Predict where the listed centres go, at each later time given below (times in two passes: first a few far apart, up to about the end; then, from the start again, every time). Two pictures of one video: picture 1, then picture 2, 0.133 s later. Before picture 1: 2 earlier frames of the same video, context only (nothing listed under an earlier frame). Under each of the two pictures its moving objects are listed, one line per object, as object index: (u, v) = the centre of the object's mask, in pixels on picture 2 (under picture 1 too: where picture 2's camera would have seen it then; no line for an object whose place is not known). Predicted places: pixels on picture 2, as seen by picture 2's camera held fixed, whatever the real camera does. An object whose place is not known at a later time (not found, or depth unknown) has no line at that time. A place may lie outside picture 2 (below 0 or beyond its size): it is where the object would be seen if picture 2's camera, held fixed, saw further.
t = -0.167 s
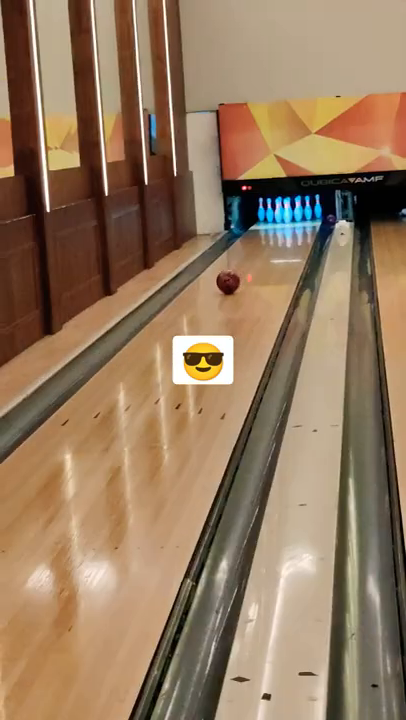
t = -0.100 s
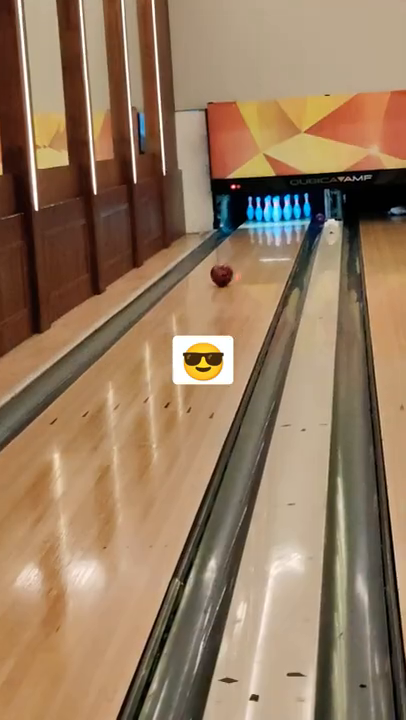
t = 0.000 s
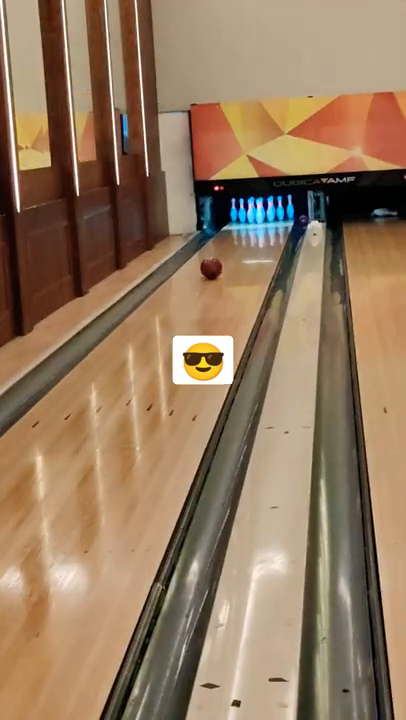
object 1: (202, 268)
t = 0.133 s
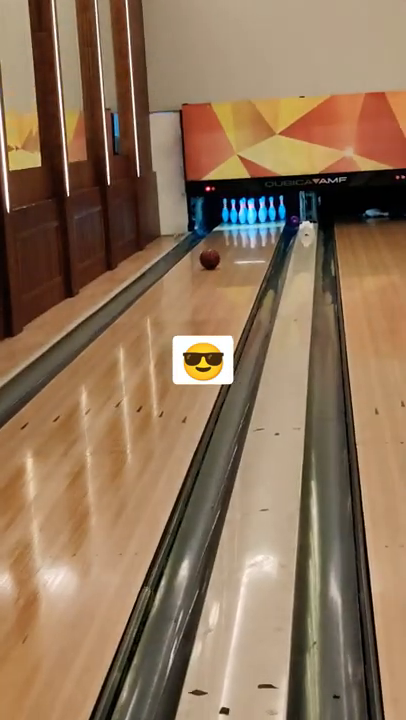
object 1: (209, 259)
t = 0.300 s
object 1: (217, 249)
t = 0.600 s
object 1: (227, 234)
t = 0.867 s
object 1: (234, 224)
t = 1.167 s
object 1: (232, 218)
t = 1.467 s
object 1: (219, 216)
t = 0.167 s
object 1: (211, 257)
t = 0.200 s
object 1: (212, 255)
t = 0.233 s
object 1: (214, 252)
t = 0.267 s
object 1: (216, 250)
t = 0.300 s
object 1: (217, 249)
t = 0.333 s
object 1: (218, 247)
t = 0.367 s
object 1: (219, 245)
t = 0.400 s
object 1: (221, 243)
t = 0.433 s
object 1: (222, 242)
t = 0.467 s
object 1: (224, 240)
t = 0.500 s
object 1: (224, 239)
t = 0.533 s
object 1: (225, 237)
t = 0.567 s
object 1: (226, 236)
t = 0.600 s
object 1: (227, 234)
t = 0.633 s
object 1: (229, 233)
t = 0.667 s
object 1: (230, 231)
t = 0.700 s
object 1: (231, 230)
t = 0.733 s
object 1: (231, 229)
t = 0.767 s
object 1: (232, 228)
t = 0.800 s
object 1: (233, 226)
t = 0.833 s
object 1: (234, 225)
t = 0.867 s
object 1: (234, 224)
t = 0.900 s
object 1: (235, 223)
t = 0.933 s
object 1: (236, 222)
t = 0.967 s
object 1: (237, 221)
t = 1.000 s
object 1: (238, 220)
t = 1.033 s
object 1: (239, 219)
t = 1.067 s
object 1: (240, 218)
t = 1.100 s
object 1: (237, 218)
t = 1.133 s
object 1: (234, 218)
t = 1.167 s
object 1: (232, 218)
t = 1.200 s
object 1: (229, 218)
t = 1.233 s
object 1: (228, 217)
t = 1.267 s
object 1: (227, 217)
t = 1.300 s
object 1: (224, 216)
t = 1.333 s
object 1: (223, 216)
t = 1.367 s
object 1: (221, 216)
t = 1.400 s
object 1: (219, 216)
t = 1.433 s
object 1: (218, 217)
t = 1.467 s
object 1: (219, 216)
